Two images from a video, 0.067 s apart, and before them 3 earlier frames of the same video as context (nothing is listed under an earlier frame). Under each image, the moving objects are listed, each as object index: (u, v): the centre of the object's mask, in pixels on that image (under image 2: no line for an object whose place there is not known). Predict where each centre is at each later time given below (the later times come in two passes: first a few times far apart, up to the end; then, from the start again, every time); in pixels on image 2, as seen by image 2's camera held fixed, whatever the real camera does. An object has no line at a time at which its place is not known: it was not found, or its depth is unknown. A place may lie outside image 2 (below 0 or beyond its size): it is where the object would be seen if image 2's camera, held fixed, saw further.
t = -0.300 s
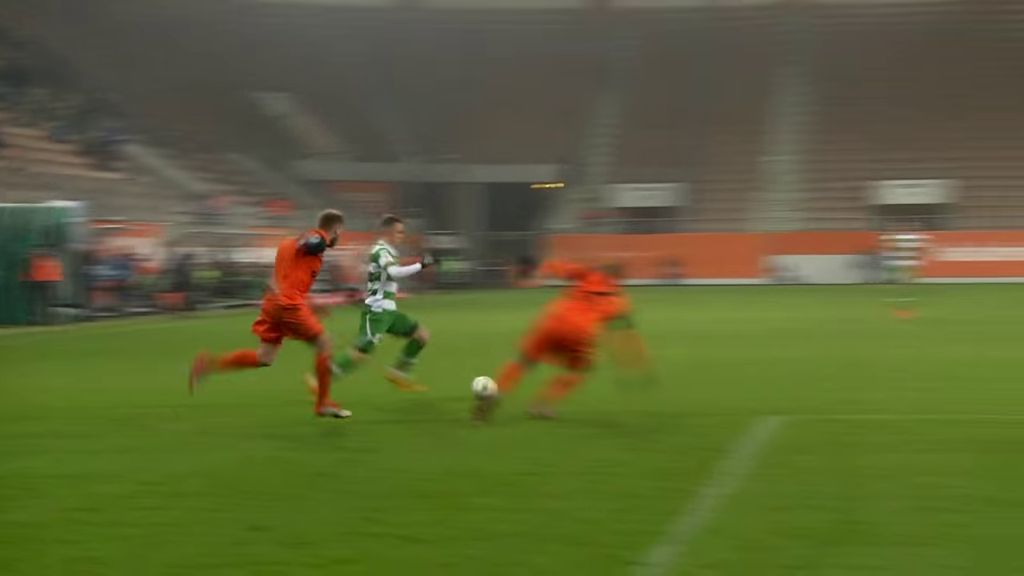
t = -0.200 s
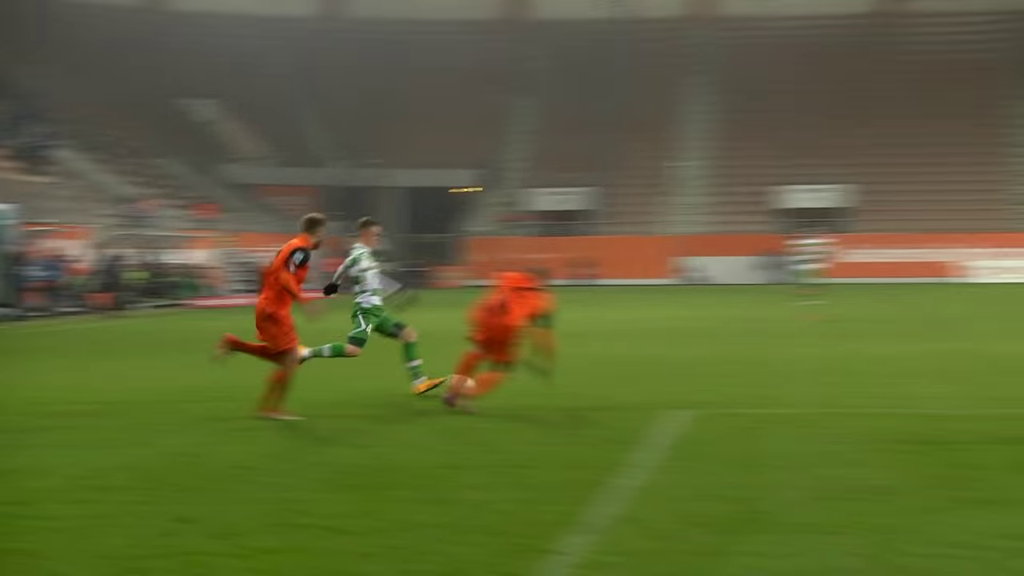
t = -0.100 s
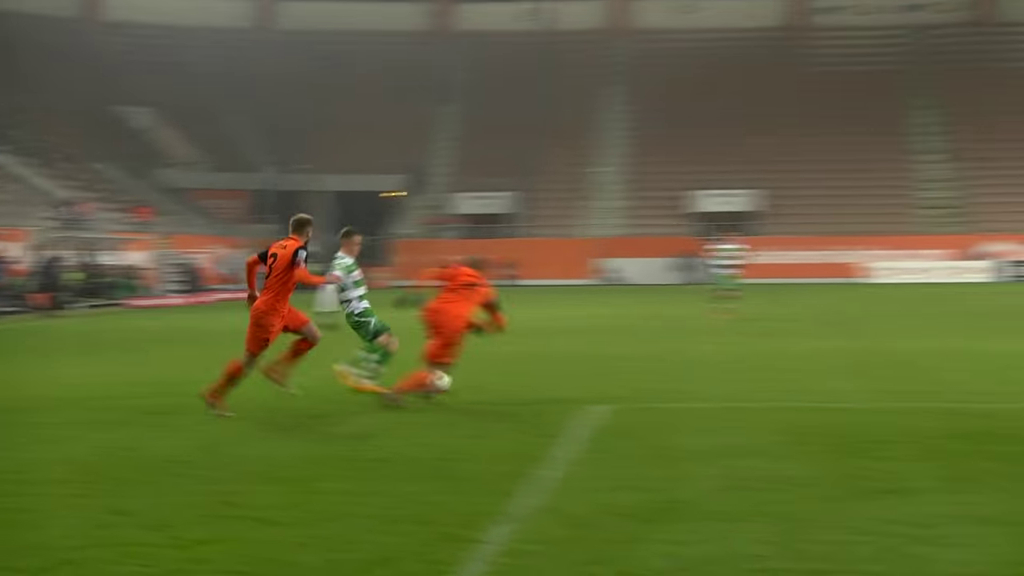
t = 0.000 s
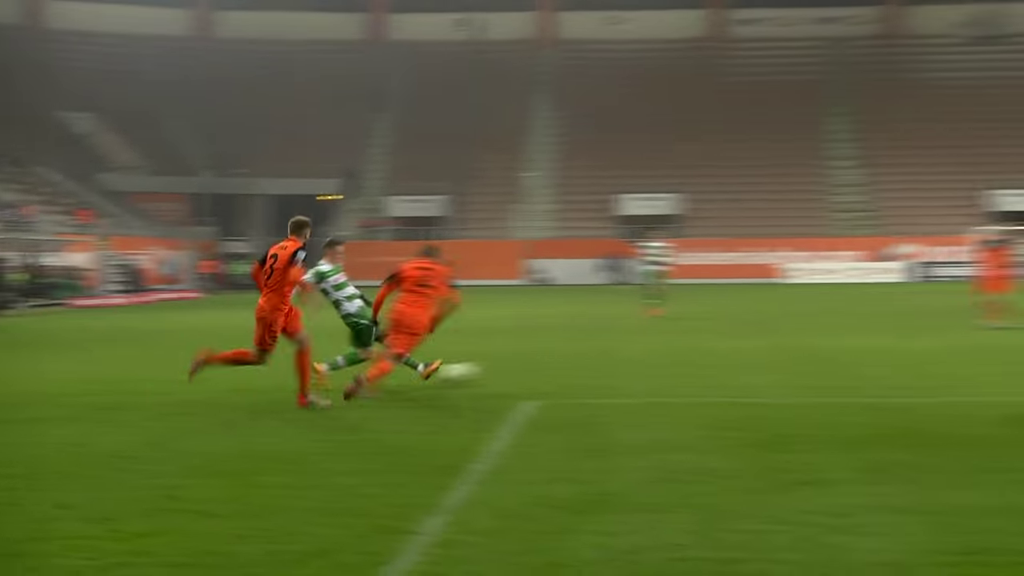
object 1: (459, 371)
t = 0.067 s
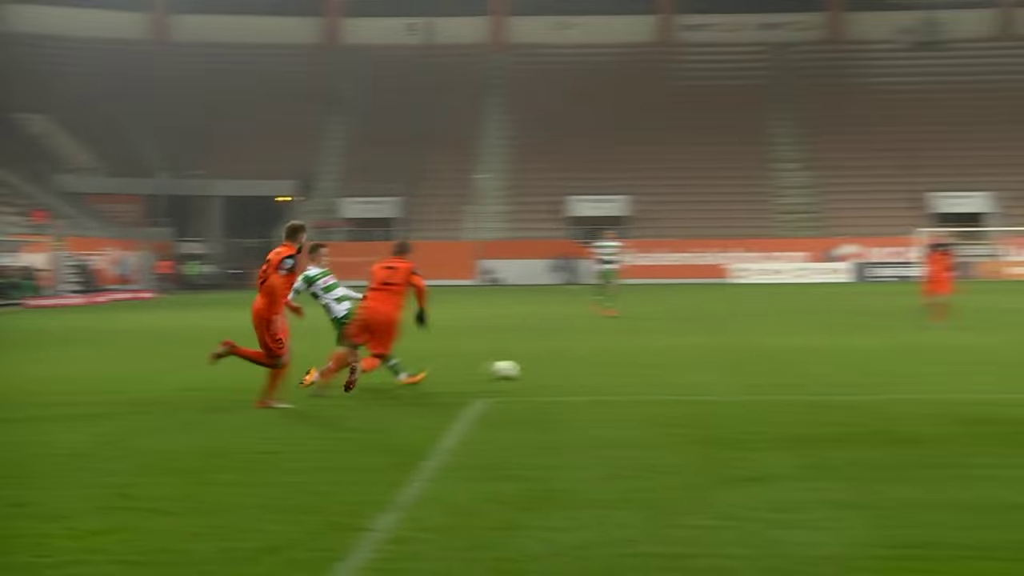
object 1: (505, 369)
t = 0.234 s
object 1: (696, 363)
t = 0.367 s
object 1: (829, 353)
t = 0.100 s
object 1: (544, 368)
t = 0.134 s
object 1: (585, 366)
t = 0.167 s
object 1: (627, 365)
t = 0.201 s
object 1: (661, 364)
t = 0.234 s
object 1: (696, 363)
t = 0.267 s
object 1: (734, 360)
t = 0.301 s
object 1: (764, 357)
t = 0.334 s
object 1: (796, 354)
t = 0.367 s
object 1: (829, 353)
